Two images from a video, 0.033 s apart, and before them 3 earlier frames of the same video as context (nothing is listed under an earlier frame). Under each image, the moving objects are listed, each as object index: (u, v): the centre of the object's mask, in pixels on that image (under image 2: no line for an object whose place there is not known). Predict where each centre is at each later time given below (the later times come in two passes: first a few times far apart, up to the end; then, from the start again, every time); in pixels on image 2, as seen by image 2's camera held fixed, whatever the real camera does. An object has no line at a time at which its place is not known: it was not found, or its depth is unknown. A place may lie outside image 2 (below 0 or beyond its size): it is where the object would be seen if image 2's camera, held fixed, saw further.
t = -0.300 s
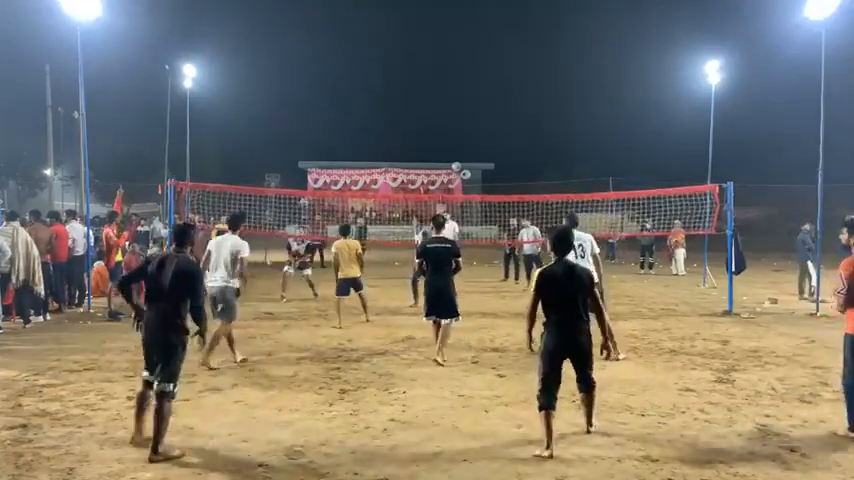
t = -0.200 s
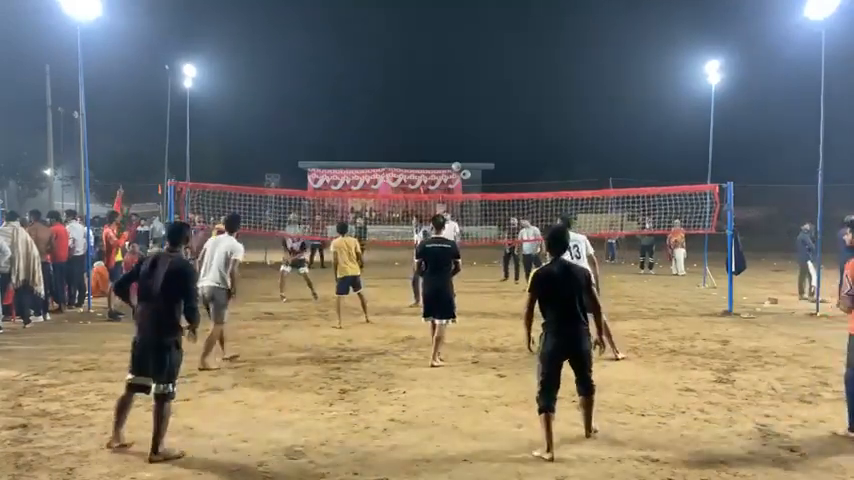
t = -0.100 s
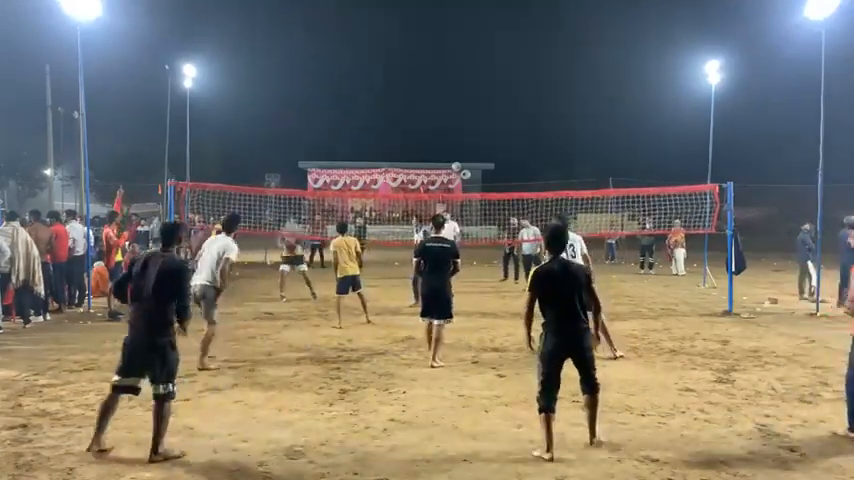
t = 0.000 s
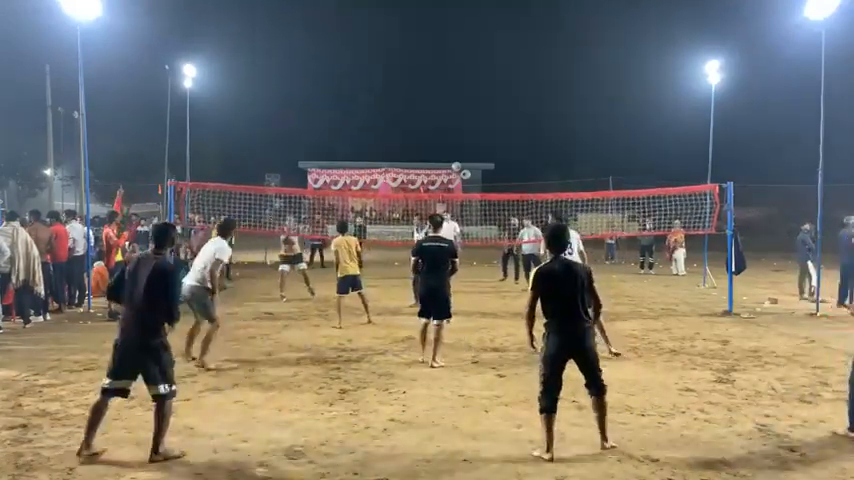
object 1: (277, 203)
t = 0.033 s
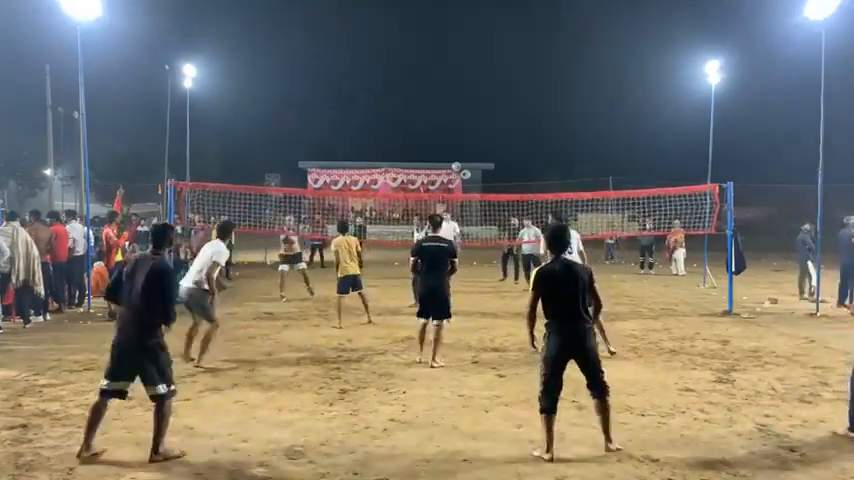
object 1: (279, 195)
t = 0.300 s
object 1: (262, 104)
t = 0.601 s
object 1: (241, 38)
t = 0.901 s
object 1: (214, 20)
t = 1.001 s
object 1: (203, 30)
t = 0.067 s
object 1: (275, 179)
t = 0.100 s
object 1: (273, 167)
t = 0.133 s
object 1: (271, 156)
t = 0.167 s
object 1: (270, 145)
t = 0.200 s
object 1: (268, 134)
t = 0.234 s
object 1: (266, 123)
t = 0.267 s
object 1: (264, 114)
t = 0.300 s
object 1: (262, 104)
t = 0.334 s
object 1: (260, 95)
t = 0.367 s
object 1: (258, 86)
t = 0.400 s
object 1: (256, 78)
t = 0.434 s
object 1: (253, 70)
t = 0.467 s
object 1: (251, 62)
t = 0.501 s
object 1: (248, 55)
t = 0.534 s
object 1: (247, 49)
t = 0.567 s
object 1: (244, 42)
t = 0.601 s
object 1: (241, 38)
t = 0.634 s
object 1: (239, 33)
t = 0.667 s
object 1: (236, 29)
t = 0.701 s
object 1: (233, 25)
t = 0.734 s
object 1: (231, 23)
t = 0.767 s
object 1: (228, 21)
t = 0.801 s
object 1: (224, 19)
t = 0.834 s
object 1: (221, 19)
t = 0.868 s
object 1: (218, 19)
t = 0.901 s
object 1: (214, 20)
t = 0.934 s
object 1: (211, 22)
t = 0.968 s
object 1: (207, 25)
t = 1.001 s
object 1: (203, 30)
